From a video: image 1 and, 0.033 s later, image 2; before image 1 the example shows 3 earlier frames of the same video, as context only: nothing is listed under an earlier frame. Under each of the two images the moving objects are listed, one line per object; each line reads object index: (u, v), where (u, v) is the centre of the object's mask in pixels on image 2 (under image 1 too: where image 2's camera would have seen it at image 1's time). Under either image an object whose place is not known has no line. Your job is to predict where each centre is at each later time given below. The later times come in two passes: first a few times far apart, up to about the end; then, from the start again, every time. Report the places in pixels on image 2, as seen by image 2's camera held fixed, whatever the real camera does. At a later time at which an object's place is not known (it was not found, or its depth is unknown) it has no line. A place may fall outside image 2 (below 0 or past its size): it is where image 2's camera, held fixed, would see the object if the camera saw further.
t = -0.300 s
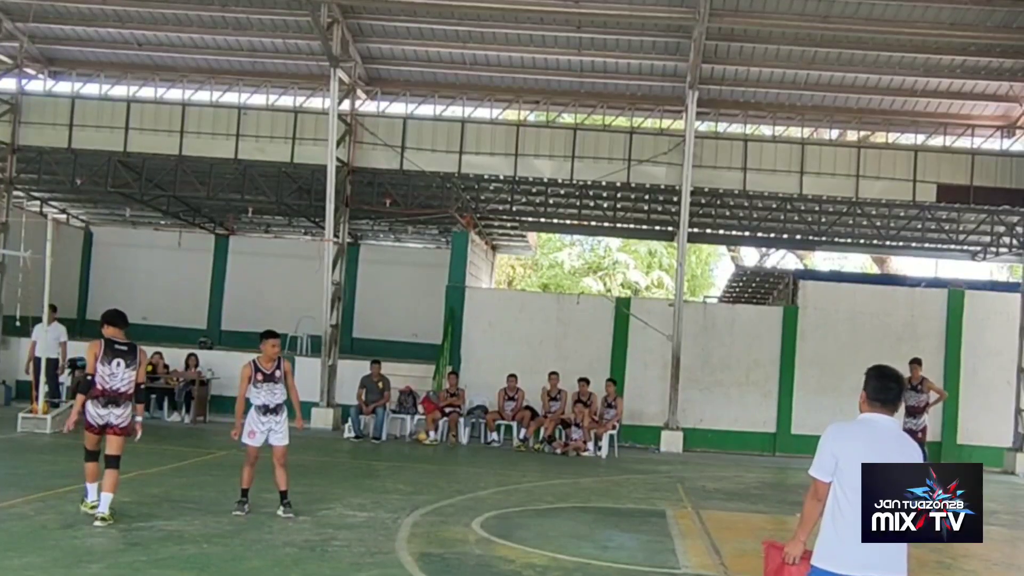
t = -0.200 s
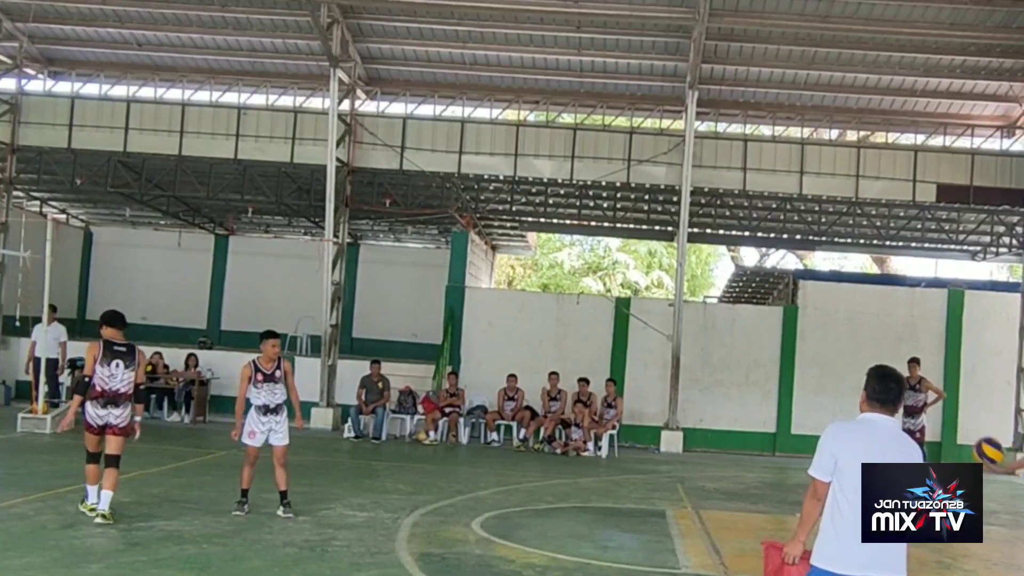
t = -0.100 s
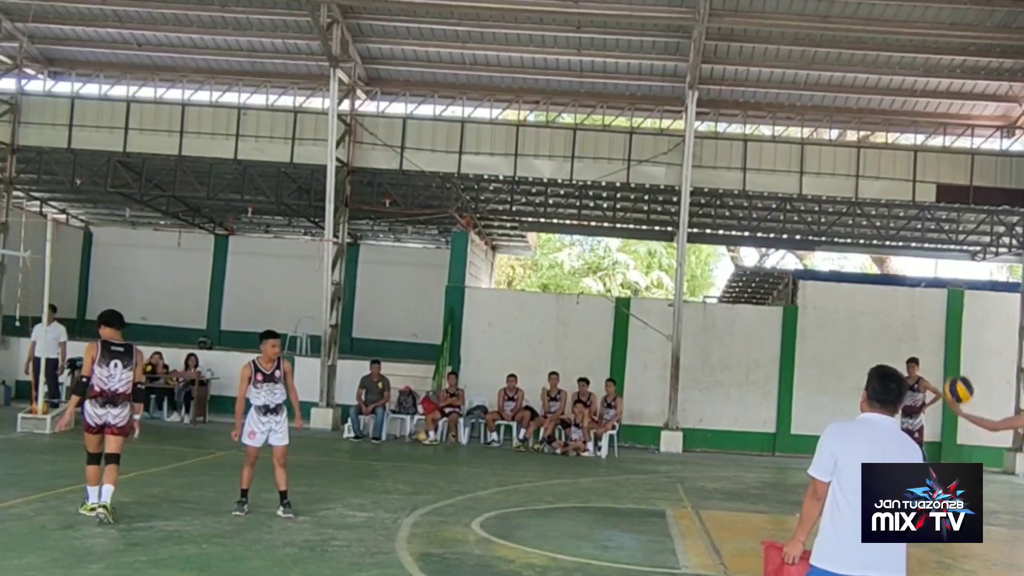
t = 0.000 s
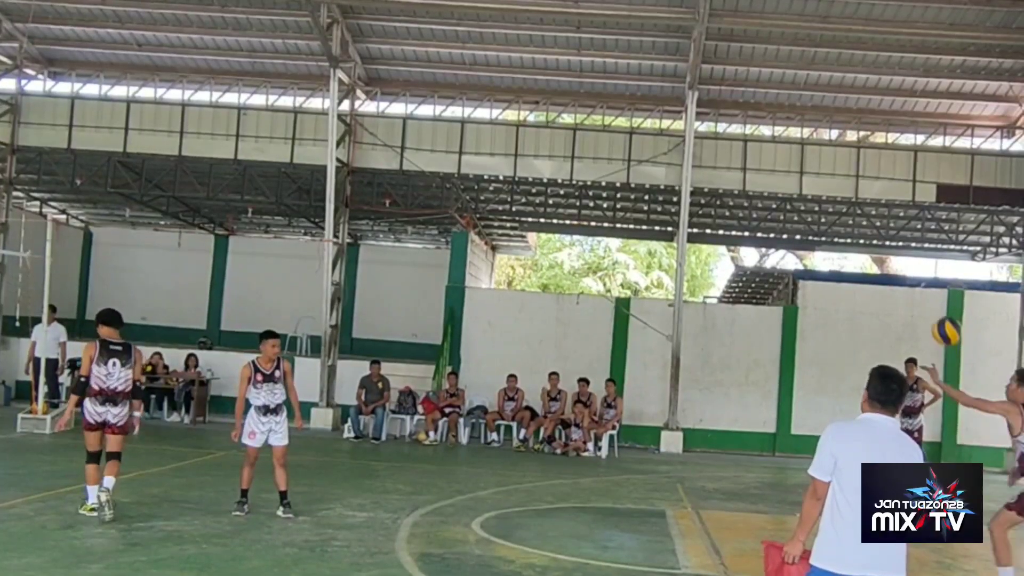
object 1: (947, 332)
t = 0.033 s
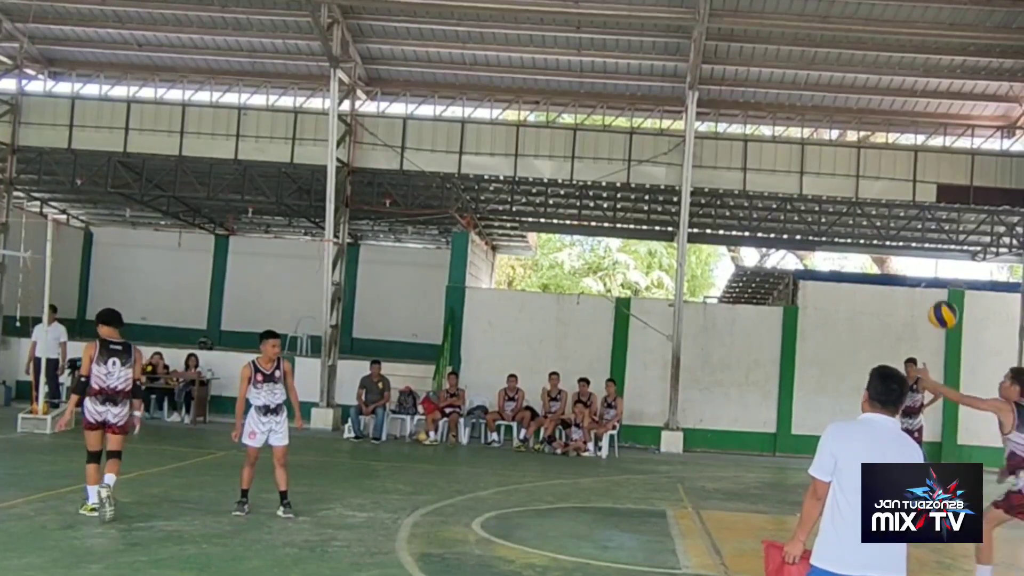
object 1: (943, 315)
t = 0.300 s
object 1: (904, 240)
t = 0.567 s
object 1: (861, 260)
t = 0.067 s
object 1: (939, 300)
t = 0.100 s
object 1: (934, 287)
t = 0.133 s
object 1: (930, 276)
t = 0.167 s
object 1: (925, 265)
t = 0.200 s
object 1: (919, 256)
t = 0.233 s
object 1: (914, 249)
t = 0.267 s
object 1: (909, 244)
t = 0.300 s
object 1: (904, 240)
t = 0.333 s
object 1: (899, 237)
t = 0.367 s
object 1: (894, 236)
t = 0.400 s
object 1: (888, 236)
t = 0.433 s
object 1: (883, 238)
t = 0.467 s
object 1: (878, 241)
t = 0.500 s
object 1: (872, 246)
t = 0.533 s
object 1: (866, 252)
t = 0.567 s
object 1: (861, 260)
